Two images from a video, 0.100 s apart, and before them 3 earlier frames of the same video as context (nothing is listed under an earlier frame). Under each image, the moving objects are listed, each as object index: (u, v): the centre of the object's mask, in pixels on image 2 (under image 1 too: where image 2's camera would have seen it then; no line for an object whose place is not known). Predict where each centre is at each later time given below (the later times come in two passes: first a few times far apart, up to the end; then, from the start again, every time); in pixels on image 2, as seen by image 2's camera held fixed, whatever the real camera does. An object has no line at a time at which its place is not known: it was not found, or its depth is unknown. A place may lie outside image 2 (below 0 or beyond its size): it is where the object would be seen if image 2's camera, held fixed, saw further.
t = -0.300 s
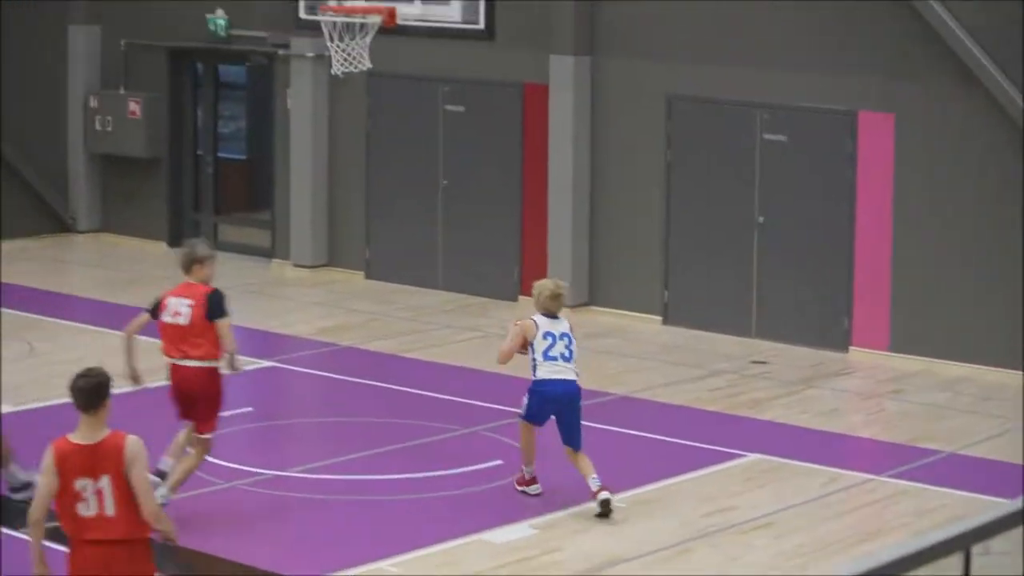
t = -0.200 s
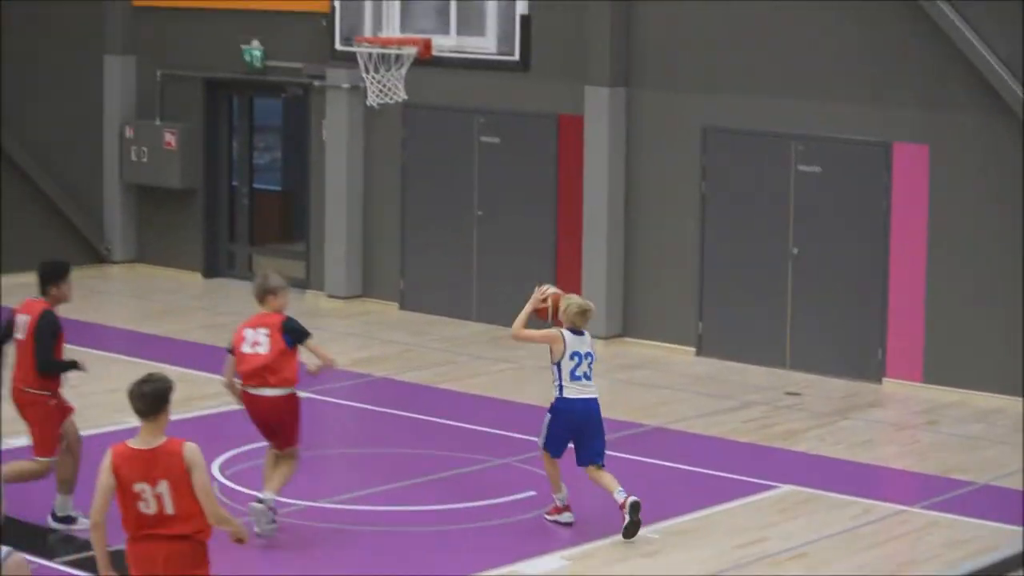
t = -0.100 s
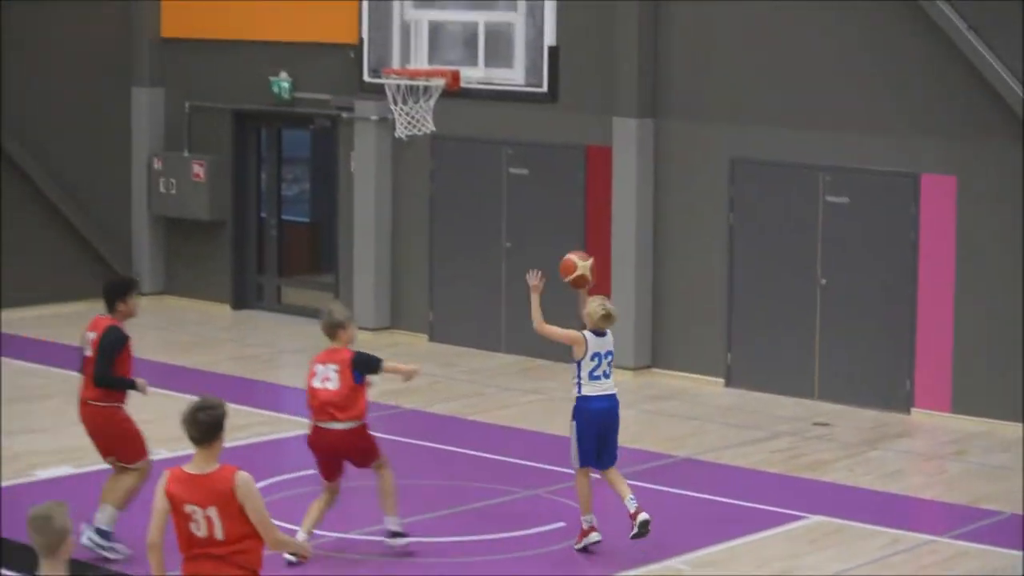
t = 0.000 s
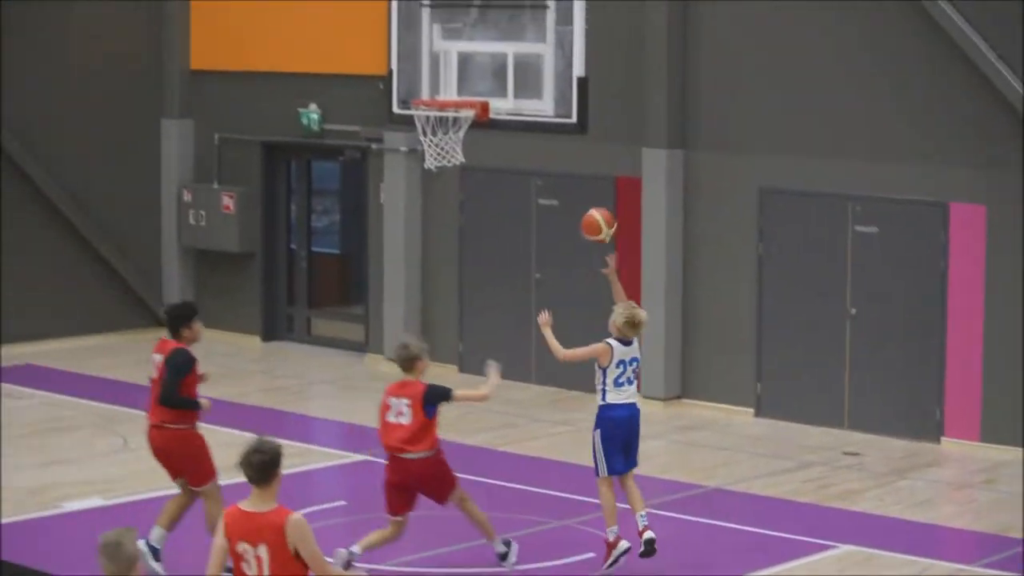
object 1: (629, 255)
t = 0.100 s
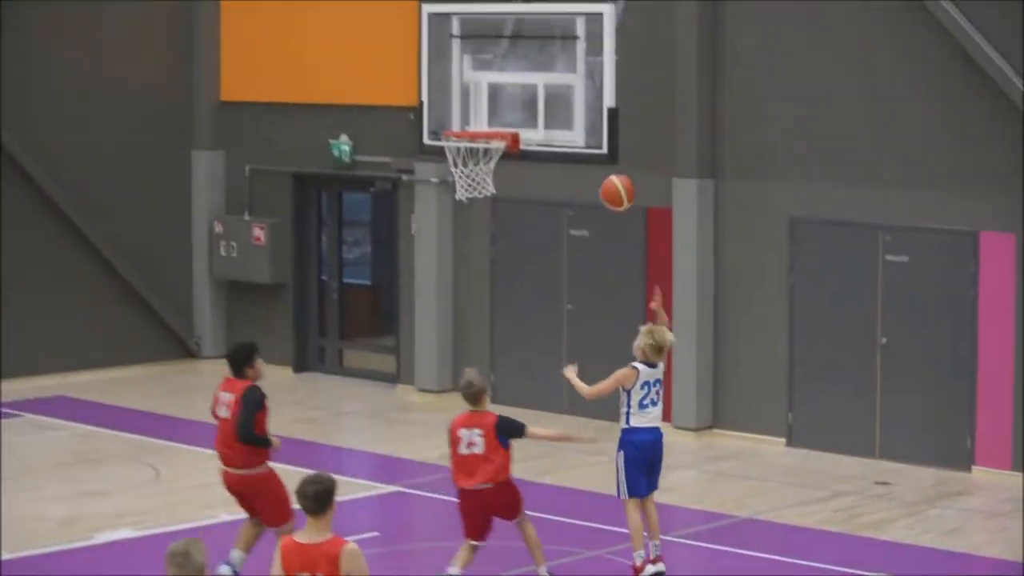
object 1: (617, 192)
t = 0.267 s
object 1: (600, 121)
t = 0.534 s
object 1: (569, 94)
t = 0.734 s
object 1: (548, 142)
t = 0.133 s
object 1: (613, 175)
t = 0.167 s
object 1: (610, 159)
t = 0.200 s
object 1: (606, 145)
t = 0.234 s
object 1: (603, 132)
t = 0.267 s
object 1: (600, 121)
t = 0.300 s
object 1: (595, 112)
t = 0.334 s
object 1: (591, 104)
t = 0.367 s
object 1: (587, 99)
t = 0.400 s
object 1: (584, 95)
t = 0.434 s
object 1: (580, 93)
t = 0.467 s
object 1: (576, 92)
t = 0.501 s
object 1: (573, 92)
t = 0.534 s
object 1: (569, 94)
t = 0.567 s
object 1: (565, 98)
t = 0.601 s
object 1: (562, 102)
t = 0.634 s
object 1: (558, 110)
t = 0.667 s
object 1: (555, 119)
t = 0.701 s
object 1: (551, 130)
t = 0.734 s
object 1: (548, 142)
